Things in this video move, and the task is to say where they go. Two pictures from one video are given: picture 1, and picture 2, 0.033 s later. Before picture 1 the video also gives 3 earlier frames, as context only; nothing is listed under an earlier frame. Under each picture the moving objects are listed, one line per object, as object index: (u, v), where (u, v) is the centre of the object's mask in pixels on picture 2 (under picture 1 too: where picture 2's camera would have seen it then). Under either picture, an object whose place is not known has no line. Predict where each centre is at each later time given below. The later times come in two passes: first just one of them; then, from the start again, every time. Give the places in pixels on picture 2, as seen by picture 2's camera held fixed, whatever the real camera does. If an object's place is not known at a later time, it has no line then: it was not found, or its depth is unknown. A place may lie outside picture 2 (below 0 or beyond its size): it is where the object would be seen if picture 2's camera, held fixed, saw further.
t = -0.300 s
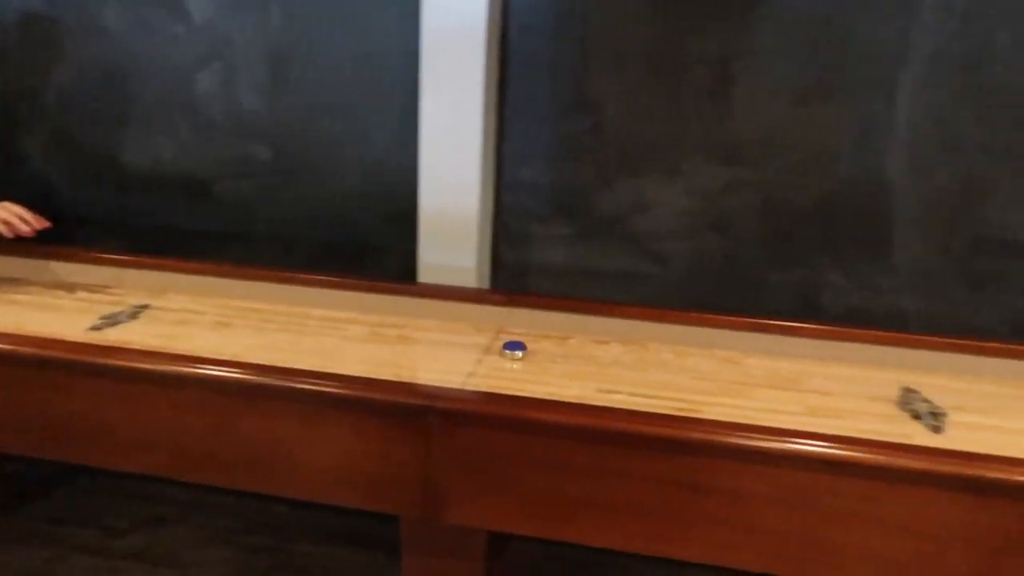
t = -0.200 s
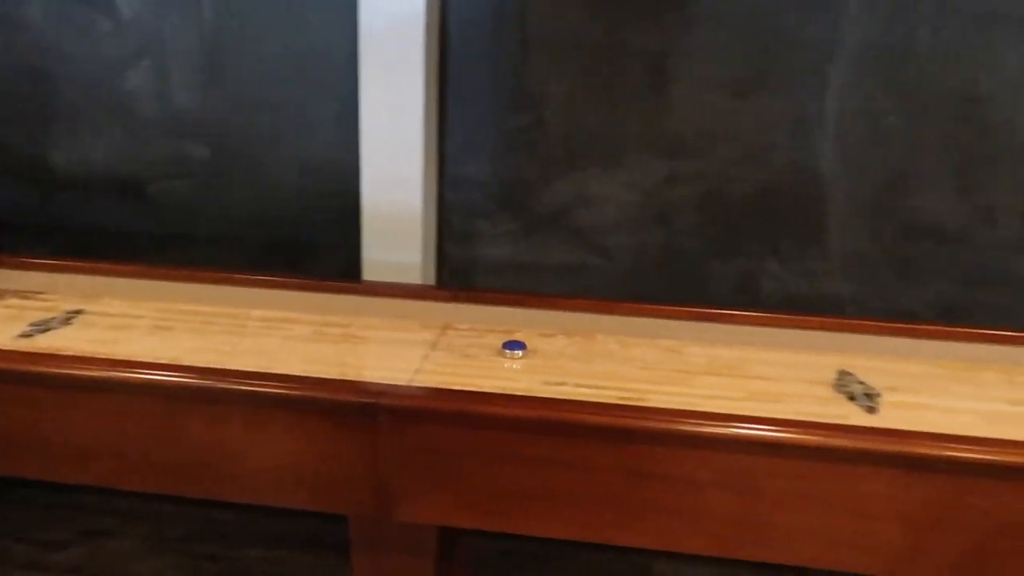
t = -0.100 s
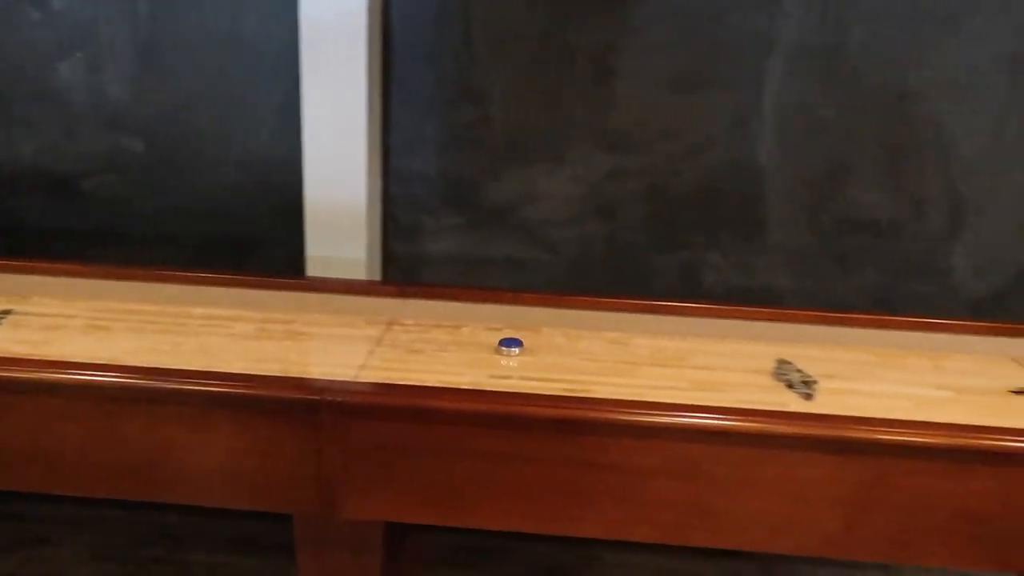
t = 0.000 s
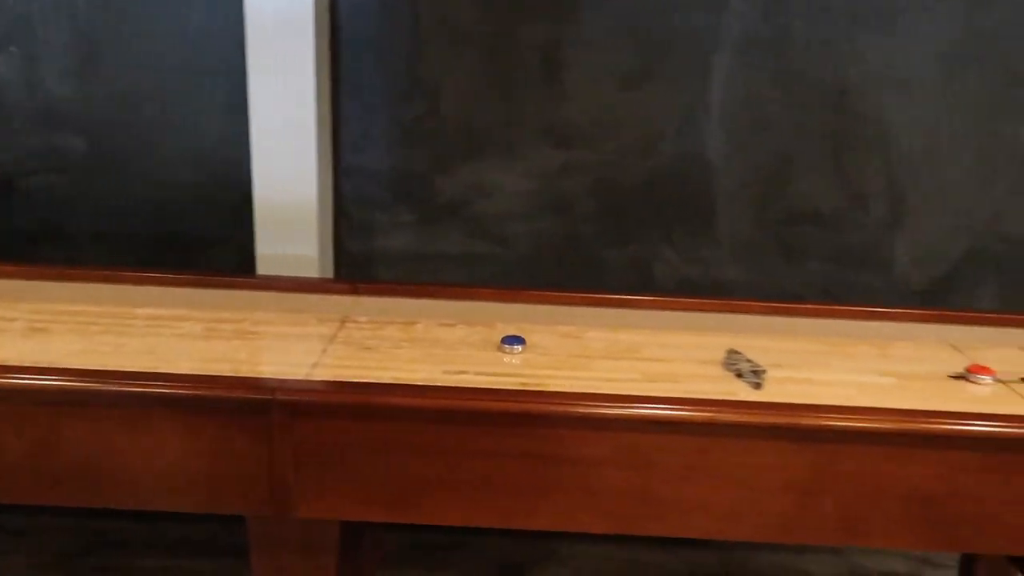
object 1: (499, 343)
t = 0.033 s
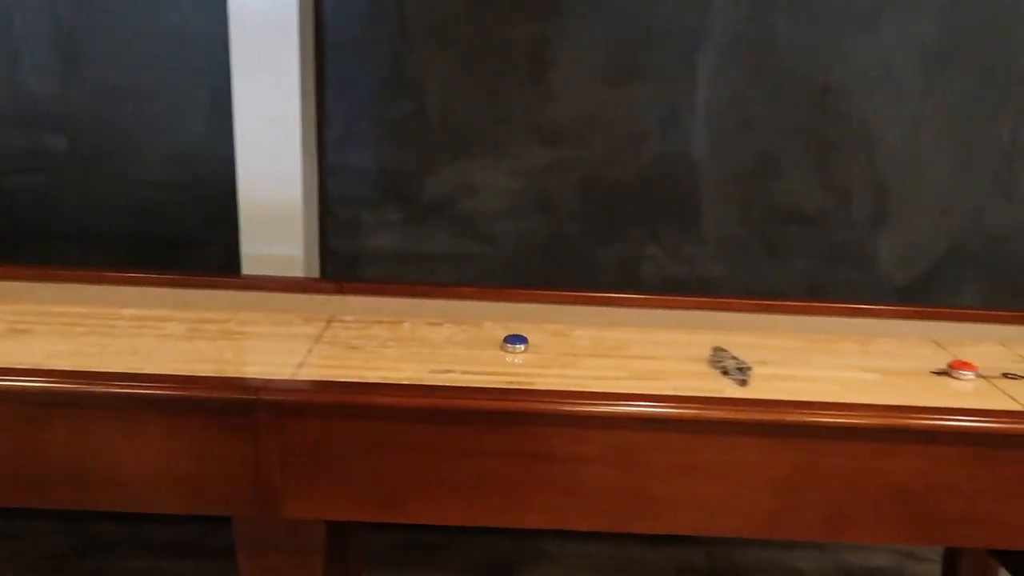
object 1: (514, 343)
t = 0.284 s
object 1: (629, 348)
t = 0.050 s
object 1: (522, 344)
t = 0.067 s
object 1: (530, 344)
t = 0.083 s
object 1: (538, 344)
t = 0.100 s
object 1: (546, 345)
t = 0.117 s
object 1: (554, 345)
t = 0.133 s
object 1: (561, 345)
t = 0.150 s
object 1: (569, 346)
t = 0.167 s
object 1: (577, 346)
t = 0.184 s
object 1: (584, 346)
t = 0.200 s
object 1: (592, 347)
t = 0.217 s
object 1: (600, 347)
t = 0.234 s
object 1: (607, 347)
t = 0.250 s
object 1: (614, 347)
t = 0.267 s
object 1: (622, 348)
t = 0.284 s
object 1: (629, 348)
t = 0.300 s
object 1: (637, 348)
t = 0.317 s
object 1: (644, 349)
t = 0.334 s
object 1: (652, 349)
